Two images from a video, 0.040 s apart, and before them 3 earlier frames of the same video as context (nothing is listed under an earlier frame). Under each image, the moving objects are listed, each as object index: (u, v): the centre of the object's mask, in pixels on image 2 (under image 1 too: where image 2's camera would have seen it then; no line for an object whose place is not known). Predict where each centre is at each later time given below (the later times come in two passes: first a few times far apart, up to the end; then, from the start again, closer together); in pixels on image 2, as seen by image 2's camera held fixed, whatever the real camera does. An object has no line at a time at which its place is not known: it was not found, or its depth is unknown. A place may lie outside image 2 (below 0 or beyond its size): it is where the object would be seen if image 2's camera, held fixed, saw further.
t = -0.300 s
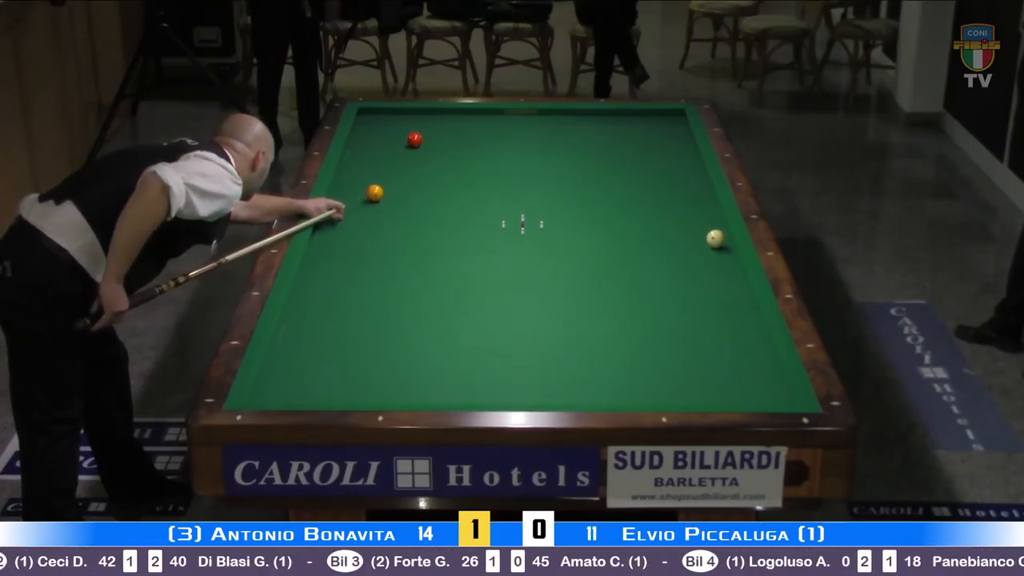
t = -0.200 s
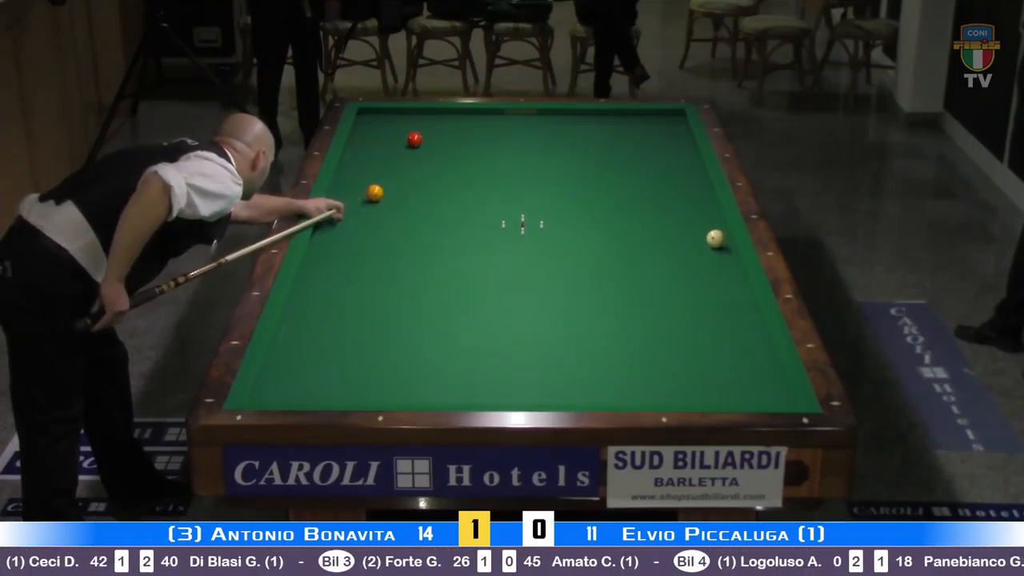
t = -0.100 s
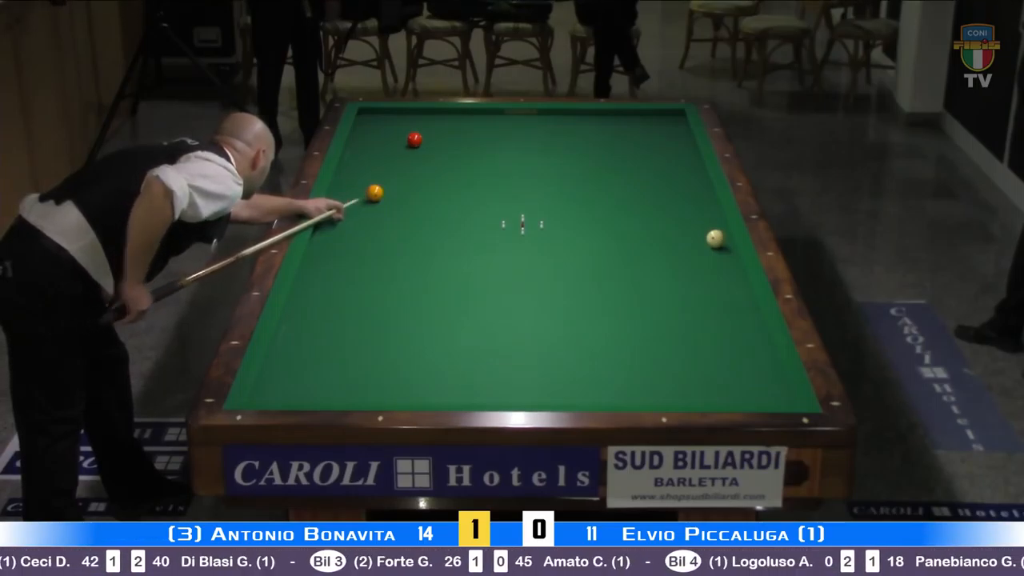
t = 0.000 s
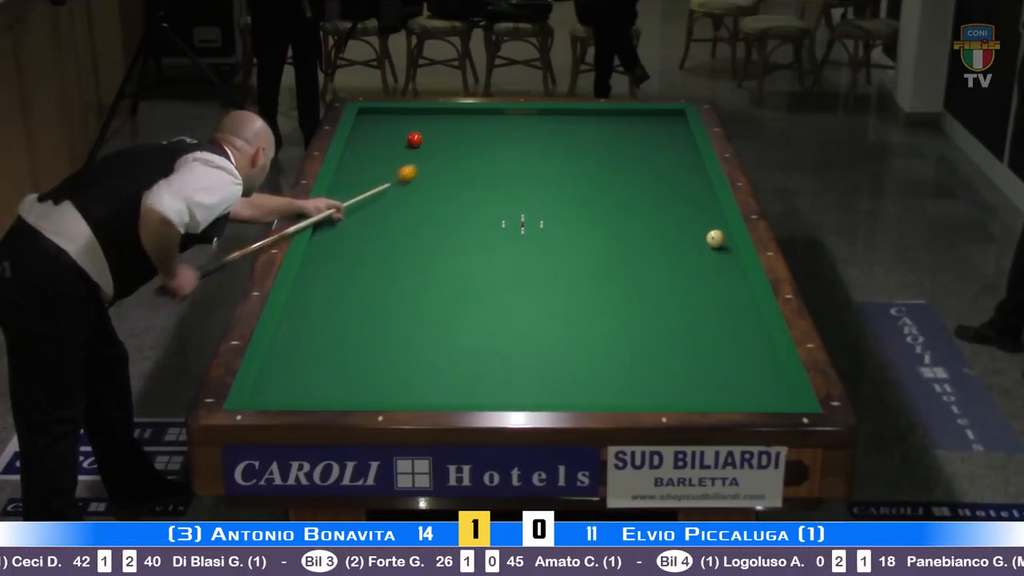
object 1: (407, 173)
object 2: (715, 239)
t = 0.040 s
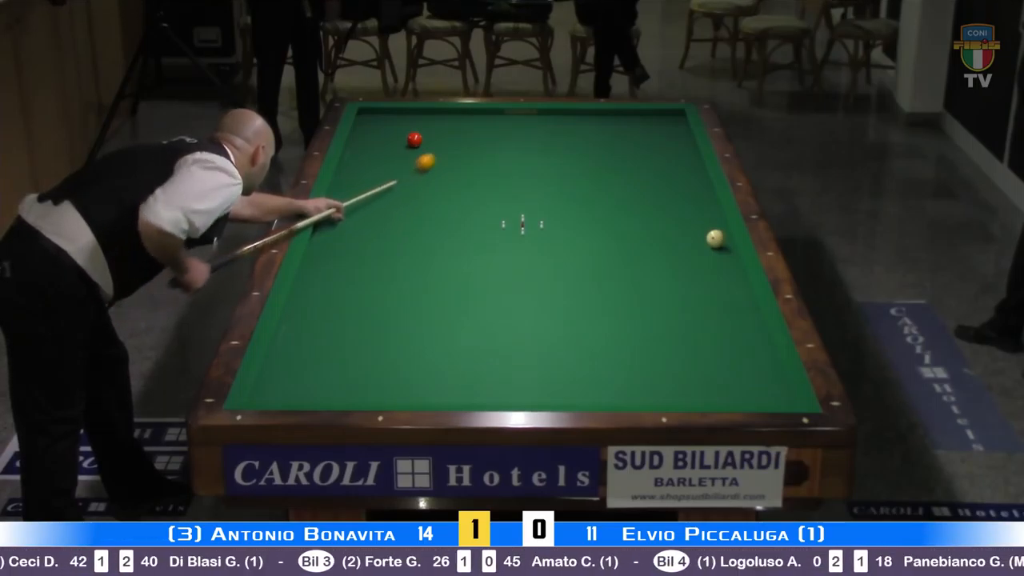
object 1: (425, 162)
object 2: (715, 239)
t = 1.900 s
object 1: (637, 299)
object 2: (532, 308)
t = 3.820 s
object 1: (460, 369)
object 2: (360, 354)
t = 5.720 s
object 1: (303, 300)
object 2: (522, 280)
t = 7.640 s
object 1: (390, 258)
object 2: (624, 234)
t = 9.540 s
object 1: (439, 236)
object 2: (684, 208)
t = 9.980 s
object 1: (446, 233)
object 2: (694, 204)
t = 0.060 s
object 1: (434, 157)
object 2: (715, 239)
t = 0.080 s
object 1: (443, 152)
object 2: (715, 239)
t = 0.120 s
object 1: (460, 142)
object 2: (715, 239)
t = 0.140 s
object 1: (468, 137)
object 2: (715, 239)
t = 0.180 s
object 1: (484, 128)
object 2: (715, 239)
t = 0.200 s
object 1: (491, 124)
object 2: (715, 239)
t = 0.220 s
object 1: (498, 119)
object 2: (715, 239)
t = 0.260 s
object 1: (512, 111)
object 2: (715, 239)
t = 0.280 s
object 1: (517, 112)
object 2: (715, 239)
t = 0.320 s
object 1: (525, 119)
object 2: (715, 239)
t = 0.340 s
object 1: (529, 122)
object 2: (715, 239)
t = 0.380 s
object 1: (538, 129)
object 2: (715, 239)
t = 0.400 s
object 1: (542, 132)
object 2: (715, 239)
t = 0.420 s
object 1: (547, 136)
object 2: (715, 239)
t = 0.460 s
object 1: (556, 143)
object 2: (715, 239)
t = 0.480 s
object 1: (561, 146)
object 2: (715, 239)
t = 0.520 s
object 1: (571, 153)
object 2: (715, 239)
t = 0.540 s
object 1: (575, 157)
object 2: (715, 239)
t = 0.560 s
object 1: (580, 160)
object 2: (715, 239)
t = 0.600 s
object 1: (590, 167)
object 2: (715, 239)
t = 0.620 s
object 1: (595, 170)
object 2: (715, 239)
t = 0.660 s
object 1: (605, 177)
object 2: (715, 239)
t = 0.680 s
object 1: (611, 180)
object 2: (715, 239)
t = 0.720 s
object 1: (622, 187)
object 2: (715, 239)
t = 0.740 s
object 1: (627, 191)
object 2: (715, 239)
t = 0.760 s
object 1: (632, 194)
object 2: (715, 239)
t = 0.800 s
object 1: (644, 201)
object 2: (715, 239)
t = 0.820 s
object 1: (649, 204)
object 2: (715, 239)
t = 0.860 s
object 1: (661, 211)
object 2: (715, 239)
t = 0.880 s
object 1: (667, 214)
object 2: (715, 239)
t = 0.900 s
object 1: (673, 218)
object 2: (715, 239)
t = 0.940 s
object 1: (684, 225)
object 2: (715, 239)
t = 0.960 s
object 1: (690, 228)
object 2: (715, 239)
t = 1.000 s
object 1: (699, 235)
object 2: (718, 240)
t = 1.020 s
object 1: (697, 236)
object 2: (725, 242)
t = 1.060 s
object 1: (693, 239)
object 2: (716, 245)
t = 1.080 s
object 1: (690, 240)
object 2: (711, 247)
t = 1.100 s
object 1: (688, 241)
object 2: (704, 248)
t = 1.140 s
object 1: (683, 242)
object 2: (694, 251)
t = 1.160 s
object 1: (681, 242)
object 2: (689, 252)
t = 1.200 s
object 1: (679, 243)
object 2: (680, 256)
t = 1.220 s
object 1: (678, 245)
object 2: (676, 257)
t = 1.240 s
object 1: (677, 247)
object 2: (672, 259)
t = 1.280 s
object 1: (674, 251)
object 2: (663, 262)
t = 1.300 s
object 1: (673, 253)
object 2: (659, 264)
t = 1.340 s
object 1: (670, 257)
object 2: (651, 266)
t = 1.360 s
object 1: (669, 258)
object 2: (647, 268)
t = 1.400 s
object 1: (667, 261)
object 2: (639, 271)
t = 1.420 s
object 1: (666, 263)
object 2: (635, 272)
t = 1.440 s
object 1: (664, 264)
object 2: (631, 273)
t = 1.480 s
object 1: (662, 267)
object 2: (623, 276)
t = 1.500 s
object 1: (661, 269)
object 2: (618, 278)
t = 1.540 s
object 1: (659, 271)
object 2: (610, 281)
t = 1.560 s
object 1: (657, 273)
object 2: (606, 282)
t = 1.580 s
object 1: (656, 274)
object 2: (602, 284)
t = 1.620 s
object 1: (654, 277)
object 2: (593, 287)
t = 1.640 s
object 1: (653, 279)
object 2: (589, 288)
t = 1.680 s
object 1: (650, 282)
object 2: (580, 291)
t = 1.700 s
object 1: (649, 284)
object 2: (576, 293)
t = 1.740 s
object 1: (647, 286)
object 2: (568, 296)
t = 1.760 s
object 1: (645, 288)
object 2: (563, 297)
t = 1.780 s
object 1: (645, 290)
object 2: (559, 299)
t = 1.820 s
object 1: (642, 293)
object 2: (550, 302)
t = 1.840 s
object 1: (641, 294)
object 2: (546, 304)
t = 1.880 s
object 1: (638, 297)
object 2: (537, 307)
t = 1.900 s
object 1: (637, 299)
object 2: (532, 308)
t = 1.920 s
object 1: (636, 300)
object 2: (528, 310)
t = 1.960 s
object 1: (634, 304)
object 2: (519, 313)
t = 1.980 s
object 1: (632, 305)
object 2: (514, 315)
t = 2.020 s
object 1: (630, 309)
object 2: (505, 318)
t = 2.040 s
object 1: (628, 310)
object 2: (500, 320)
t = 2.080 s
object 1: (626, 314)
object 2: (491, 323)
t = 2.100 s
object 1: (625, 315)
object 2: (486, 325)
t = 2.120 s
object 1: (624, 317)
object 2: (482, 326)
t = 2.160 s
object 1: (621, 320)
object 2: (473, 330)
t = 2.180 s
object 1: (620, 322)
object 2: (468, 331)
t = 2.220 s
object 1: (617, 325)
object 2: (459, 335)
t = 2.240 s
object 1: (616, 327)
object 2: (454, 336)
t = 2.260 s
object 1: (615, 329)
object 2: (449, 338)
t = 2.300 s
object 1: (612, 332)
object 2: (439, 341)
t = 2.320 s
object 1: (610, 334)
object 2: (434, 343)
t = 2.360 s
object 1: (608, 337)
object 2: (425, 347)
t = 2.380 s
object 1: (607, 339)
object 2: (420, 348)
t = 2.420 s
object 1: (604, 342)
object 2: (410, 352)
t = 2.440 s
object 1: (602, 344)
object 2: (405, 353)
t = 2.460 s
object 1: (601, 346)
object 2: (400, 355)
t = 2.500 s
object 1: (598, 349)
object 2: (390, 359)
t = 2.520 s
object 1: (597, 352)
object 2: (385, 360)
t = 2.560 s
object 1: (594, 355)
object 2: (375, 364)
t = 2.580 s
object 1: (592, 357)
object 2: (370, 366)
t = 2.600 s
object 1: (591, 359)
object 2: (364, 368)
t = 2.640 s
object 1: (589, 362)
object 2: (355, 371)
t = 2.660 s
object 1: (587, 364)
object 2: (349, 373)
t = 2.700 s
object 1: (584, 367)
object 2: (339, 376)
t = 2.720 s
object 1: (583, 369)
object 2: (334, 379)
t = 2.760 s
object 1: (580, 373)
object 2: (323, 382)
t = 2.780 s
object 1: (578, 375)
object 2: (318, 384)
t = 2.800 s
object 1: (577, 377)
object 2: (313, 385)
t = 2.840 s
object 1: (574, 381)
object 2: (302, 389)
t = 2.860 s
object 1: (572, 382)
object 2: (297, 391)
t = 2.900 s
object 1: (569, 386)
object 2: (286, 393)
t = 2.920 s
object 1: (568, 388)
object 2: (281, 395)
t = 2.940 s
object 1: (566, 390)
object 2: (276, 396)
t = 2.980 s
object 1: (563, 393)
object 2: (265, 397)
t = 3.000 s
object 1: (562, 394)
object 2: (262, 396)
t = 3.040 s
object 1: (558, 396)
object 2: (265, 394)
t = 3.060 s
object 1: (557, 397)
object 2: (268, 392)
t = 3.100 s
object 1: (553, 398)
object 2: (275, 391)
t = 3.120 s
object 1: (550, 397)
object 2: (277, 390)
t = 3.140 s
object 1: (547, 396)
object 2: (280, 389)
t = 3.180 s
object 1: (542, 395)
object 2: (285, 387)
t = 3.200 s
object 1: (539, 394)
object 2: (288, 386)
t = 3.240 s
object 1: (533, 393)
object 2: (293, 384)
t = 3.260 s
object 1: (530, 392)
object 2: (295, 383)
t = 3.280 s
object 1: (528, 392)
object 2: (298, 381)
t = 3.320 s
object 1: (523, 391)
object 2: (302, 380)
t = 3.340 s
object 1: (520, 390)
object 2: (305, 378)
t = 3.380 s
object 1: (515, 389)
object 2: (310, 376)
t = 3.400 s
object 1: (512, 388)
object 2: (312, 375)
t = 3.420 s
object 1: (509, 387)
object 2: (315, 374)
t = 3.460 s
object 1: (505, 386)
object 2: (319, 372)
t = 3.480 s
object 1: (502, 385)
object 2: (322, 371)
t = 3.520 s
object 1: (497, 382)
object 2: (326, 369)
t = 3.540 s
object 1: (494, 381)
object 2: (329, 368)
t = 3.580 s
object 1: (489, 380)
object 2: (333, 366)
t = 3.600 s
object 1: (487, 379)
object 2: (335, 365)
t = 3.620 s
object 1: (484, 378)
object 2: (338, 364)
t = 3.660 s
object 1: (479, 376)
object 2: (343, 362)
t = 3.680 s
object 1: (477, 375)
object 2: (345, 361)
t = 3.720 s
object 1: (472, 374)
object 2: (349, 358)
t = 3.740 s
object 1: (470, 373)
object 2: (351, 357)
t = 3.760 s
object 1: (467, 372)
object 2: (353, 357)
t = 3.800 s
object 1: (462, 370)
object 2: (358, 355)
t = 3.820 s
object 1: (460, 369)
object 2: (360, 354)
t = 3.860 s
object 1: (455, 368)
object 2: (364, 352)
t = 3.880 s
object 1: (453, 367)
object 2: (366, 351)
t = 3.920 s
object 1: (449, 365)
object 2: (370, 349)
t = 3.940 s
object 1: (446, 364)
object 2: (373, 348)
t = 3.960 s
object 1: (444, 363)
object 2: (375, 347)
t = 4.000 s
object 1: (440, 361)
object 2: (379, 345)
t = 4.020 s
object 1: (438, 360)
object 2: (381, 344)
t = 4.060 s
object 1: (433, 359)
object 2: (385, 343)
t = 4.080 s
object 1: (431, 358)
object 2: (387, 341)
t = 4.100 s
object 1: (429, 357)
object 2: (389, 341)
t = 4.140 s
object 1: (424, 356)
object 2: (393, 339)
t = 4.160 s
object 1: (422, 355)
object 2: (395, 338)
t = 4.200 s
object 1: (418, 354)
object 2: (399, 336)
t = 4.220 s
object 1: (416, 353)
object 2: (401, 335)
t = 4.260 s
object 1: (412, 351)
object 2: (404, 332)
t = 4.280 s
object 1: (410, 349)
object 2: (406, 330)
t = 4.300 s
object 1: (407, 349)
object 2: (409, 329)
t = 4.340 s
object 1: (403, 348)
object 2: (413, 328)
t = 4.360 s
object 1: (401, 347)
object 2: (415, 328)
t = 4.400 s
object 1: (398, 345)
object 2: (418, 327)
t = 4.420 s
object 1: (395, 344)
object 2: (420, 326)
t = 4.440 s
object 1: (393, 343)
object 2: (422, 326)
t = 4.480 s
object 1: (389, 342)
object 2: (426, 324)
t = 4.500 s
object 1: (387, 341)
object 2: (427, 323)
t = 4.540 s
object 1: (383, 339)
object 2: (431, 322)
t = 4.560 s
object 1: (382, 338)
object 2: (432, 321)
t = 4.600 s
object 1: (378, 337)
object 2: (436, 319)
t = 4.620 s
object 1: (376, 336)
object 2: (438, 319)
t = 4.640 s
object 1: (374, 335)
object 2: (439, 318)
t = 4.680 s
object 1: (370, 334)
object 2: (443, 316)
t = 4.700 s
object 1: (368, 333)
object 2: (445, 315)
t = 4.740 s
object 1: (364, 332)
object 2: (448, 314)
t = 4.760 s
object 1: (363, 331)
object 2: (450, 313)
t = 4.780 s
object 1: (361, 330)
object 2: (451, 312)
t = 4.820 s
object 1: (357, 329)
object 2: (455, 311)
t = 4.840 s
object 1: (355, 328)
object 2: (457, 310)
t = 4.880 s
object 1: (352, 326)
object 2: (460, 309)
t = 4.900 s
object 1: (350, 326)
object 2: (462, 308)
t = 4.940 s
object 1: (346, 324)
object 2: (465, 306)
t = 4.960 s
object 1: (345, 323)
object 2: (466, 306)
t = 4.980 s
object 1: (343, 323)
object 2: (468, 305)
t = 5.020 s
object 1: (339, 321)
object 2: (471, 304)
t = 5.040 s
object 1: (338, 321)
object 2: (473, 303)
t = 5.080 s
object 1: (334, 319)
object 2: (476, 302)
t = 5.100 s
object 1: (332, 319)
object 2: (478, 301)
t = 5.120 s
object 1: (330, 318)
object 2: (479, 300)
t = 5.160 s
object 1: (327, 317)
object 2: (483, 299)
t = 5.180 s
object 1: (326, 316)
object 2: (484, 298)
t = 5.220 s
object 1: (322, 315)
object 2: (487, 297)
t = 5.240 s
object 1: (321, 314)
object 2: (488, 296)
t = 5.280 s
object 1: (317, 313)
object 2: (491, 295)
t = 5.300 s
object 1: (316, 313)
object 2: (493, 294)
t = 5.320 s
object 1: (314, 312)
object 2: (495, 293)
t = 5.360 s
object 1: (311, 310)
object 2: (497, 292)
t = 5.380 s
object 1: (310, 310)
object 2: (499, 291)
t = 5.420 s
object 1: (306, 309)
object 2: (502, 290)
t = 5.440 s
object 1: (304, 308)
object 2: (503, 289)
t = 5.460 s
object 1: (303, 308)
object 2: (504, 289)
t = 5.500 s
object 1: (300, 307)
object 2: (507, 287)
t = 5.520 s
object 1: (298, 306)
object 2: (509, 287)
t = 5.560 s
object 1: (296, 305)
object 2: (512, 285)
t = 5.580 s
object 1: (295, 304)
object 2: (513, 285)
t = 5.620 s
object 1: (297, 303)
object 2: (516, 283)
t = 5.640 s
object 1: (298, 302)
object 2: (517, 283)
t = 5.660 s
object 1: (299, 302)
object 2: (518, 282)
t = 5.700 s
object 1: (302, 300)
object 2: (521, 281)
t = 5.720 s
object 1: (303, 300)
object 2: (522, 280)
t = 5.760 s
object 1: (305, 299)
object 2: (525, 279)
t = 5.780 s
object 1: (306, 298)
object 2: (527, 279)
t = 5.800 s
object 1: (308, 298)
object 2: (528, 278)
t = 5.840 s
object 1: (310, 297)
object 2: (530, 277)
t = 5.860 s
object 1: (311, 296)
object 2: (531, 276)
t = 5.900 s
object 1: (313, 295)
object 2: (535, 275)
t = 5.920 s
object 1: (314, 295)
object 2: (536, 275)
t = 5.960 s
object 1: (316, 294)
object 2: (538, 273)
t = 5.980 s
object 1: (317, 293)
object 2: (539, 273)
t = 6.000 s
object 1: (319, 292)
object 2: (540, 272)
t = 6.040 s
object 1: (321, 291)
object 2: (543, 271)
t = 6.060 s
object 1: (322, 291)
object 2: (544, 271)
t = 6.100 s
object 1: (324, 290)
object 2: (547, 270)
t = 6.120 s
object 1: (325, 290)
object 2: (548, 269)
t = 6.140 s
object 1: (326, 289)
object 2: (549, 268)
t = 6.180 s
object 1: (328, 288)
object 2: (552, 267)
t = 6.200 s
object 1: (329, 288)
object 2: (553, 267)
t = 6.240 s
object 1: (331, 286)
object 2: (555, 266)
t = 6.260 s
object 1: (332, 286)
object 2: (556, 265)
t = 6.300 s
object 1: (334, 285)
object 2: (559, 264)
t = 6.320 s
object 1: (336, 284)
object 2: (560, 263)
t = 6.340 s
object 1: (336, 284)
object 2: (561, 263)
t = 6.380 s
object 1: (338, 283)
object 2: (563, 262)
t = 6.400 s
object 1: (339, 283)
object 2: (564, 261)
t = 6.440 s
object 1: (341, 282)
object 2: (566, 260)
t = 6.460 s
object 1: (342, 282)
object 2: (567, 260)
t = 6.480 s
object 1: (343, 281)
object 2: (569, 259)
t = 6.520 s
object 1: (345, 280)
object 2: (571, 258)
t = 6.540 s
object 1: (346, 279)
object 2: (572, 258)
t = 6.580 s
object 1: (348, 279)
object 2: (574, 257)
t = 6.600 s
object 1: (349, 278)
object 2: (575, 256)
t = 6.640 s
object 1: (351, 277)
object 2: (578, 255)
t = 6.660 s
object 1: (352, 277)
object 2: (579, 255)
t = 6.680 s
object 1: (353, 277)
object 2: (580, 254)
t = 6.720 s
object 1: (355, 276)
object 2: (581, 254)
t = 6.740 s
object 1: (355, 275)
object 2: (583, 253)
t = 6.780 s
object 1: (357, 274)
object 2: (585, 252)
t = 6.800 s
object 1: (358, 274)
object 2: (586, 252)
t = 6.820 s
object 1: (359, 274)
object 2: (587, 251)
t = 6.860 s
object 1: (361, 273)
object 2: (588, 250)
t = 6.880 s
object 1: (361, 272)
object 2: (589, 250)
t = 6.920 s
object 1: (363, 271)
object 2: (592, 249)
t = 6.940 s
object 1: (364, 271)
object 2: (593, 248)
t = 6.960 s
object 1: (365, 271)
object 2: (594, 248)
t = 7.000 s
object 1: (367, 270)
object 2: (595, 247)
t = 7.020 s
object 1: (368, 269)
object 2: (597, 247)
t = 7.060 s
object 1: (369, 269)
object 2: (598, 246)
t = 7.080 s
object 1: (370, 268)
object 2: (600, 245)
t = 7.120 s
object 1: (372, 267)
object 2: (601, 244)
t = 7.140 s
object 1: (372, 267)
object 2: (602, 244)
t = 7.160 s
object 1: (373, 267)
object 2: (603, 244)
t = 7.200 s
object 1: (375, 266)
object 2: (605, 243)
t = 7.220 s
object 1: (375, 265)
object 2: (606, 242)
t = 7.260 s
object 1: (377, 265)
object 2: (608, 241)
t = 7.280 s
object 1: (377, 264)
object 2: (609, 241)
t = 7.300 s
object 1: (378, 264)
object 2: (610, 241)
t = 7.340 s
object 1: (380, 263)
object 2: (612, 240)
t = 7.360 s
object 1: (381, 263)
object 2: (612, 240)
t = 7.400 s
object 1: (382, 262)
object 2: (614, 239)
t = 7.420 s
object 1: (383, 262)
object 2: (615, 239)
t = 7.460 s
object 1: (384, 261)
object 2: (617, 237)
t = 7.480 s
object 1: (385, 261)
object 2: (618, 237)
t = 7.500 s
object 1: (386, 261)
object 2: (619, 237)
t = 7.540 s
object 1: (387, 260)
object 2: (620, 236)
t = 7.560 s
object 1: (388, 259)
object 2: (621, 236)
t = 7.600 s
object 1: (389, 259)
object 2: (623, 235)
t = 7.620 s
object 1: (390, 258)
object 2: (624, 235)
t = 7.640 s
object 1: (390, 258)
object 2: (624, 234)
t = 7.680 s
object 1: (392, 258)
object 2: (626, 234)
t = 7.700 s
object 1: (392, 257)
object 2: (627, 233)
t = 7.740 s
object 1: (394, 257)
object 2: (628, 233)
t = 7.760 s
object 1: (395, 256)
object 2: (629, 232)
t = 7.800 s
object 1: (396, 256)
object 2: (631, 231)
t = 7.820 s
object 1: (396, 255)
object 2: (632, 231)
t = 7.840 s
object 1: (397, 255)
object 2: (632, 230)
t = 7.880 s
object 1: (399, 254)
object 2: (634, 230)
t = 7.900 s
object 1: (399, 254)
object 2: (635, 230)
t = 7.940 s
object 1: (401, 253)
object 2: (636, 229)
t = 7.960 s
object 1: (401, 253)
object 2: (637, 229)
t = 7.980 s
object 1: (402, 253)
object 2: (638, 228)
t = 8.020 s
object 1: (403, 252)
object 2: (639, 228)
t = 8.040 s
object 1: (403, 252)
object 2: (640, 227)
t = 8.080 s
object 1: (405, 251)
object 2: (642, 227)
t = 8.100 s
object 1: (405, 251)
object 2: (642, 227)
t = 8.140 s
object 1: (406, 251)
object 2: (644, 226)
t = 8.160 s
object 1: (407, 250)
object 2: (644, 225)
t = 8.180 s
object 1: (408, 250)
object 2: (645, 225)
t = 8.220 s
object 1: (409, 250)
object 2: (646, 224)
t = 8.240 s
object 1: (410, 249)
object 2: (647, 224)
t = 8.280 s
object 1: (411, 249)
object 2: (648, 223)
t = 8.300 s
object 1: (411, 249)
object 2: (649, 223)
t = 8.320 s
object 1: (412, 248)
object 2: (650, 223)
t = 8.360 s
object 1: (413, 248)
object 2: (651, 222)
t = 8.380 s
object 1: (414, 248)
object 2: (652, 222)
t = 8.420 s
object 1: (414, 247)
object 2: (653, 221)
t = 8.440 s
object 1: (415, 247)
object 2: (654, 221)
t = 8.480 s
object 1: (416, 246)
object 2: (655, 221)
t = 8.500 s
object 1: (416, 246)
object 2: (656, 220)
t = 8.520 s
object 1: (417, 246)
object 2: (657, 220)
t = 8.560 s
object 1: (418, 245)
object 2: (658, 220)
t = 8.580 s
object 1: (419, 245)
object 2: (658, 219)
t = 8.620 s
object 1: (420, 245)
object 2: (660, 219)
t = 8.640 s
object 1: (420, 244)
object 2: (660, 218)
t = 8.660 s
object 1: (421, 244)
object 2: (661, 218)
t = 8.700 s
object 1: (422, 244)
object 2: (662, 217)
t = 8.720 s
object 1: (422, 243)
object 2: (663, 217)
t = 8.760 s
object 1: (423, 243)
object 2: (664, 217)
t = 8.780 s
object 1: (424, 243)
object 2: (664, 217)
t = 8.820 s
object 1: (425, 243)
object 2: (666, 216)
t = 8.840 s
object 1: (425, 242)
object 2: (667, 216)
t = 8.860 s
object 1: (426, 242)
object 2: (667, 216)
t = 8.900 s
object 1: (426, 242)
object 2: (668, 215)
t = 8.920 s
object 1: (427, 241)
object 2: (669, 215)
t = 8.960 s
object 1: (428, 241)
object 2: (670, 214)
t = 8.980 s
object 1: (428, 241)
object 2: (670, 214)
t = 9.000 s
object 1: (428, 240)
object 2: (671, 214)
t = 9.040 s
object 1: (429, 240)
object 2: (672, 213)
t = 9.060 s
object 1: (430, 240)
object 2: (672, 213)
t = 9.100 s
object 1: (430, 240)
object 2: (674, 213)
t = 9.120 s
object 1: (431, 240)
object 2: (674, 212)
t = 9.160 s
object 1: (432, 239)
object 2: (675, 212)
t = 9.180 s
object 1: (432, 239)
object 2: (676, 212)
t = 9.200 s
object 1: (433, 239)
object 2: (676, 212)
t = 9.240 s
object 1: (433, 239)
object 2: (678, 211)
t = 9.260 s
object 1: (434, 239)
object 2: (678, 211)
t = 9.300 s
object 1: (435, 238)
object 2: (679, 210)
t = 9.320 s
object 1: (435, 238)
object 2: (679, 210)
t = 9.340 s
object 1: (436, 238)
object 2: (680, 210)
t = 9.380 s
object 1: (436, 237)
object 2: (681, 209)
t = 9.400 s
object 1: (437, 237)
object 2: (682, 209)
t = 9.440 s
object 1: (438, 237)
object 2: (682, 209)
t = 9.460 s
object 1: (438, 237)
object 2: (683, 209)
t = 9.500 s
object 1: (439, 237)
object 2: (683, 208)
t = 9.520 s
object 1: (439, 236)
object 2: (684, 208)
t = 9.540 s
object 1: (439, 236)
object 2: (684, 208)
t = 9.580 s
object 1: (440, 236)
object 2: (685, 207)
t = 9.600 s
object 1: (441, 236)
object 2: (686, 207)
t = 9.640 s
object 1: (441, 235)
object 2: (687, 207)
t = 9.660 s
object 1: (442, 235)
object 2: (687, 207)
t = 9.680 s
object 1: (442, 235)
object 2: (688, 206)
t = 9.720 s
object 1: (442, 235)
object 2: (689, 206)
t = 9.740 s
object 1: (443, 235)
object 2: (689, 206)
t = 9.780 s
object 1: (443, 235)
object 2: (690, 205)
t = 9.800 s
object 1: (444, 234)
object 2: (690, 205)
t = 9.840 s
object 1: (444, 234)
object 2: (691, 205)
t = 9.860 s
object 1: (445, 234)
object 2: (692, 205)
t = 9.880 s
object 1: (445, 234)
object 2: (692, 205)
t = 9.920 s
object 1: (446, 234)
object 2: (693, 204)
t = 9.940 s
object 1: (446, 234)
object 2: (693, 204)
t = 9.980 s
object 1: (446, 233)
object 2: (694, 204)
